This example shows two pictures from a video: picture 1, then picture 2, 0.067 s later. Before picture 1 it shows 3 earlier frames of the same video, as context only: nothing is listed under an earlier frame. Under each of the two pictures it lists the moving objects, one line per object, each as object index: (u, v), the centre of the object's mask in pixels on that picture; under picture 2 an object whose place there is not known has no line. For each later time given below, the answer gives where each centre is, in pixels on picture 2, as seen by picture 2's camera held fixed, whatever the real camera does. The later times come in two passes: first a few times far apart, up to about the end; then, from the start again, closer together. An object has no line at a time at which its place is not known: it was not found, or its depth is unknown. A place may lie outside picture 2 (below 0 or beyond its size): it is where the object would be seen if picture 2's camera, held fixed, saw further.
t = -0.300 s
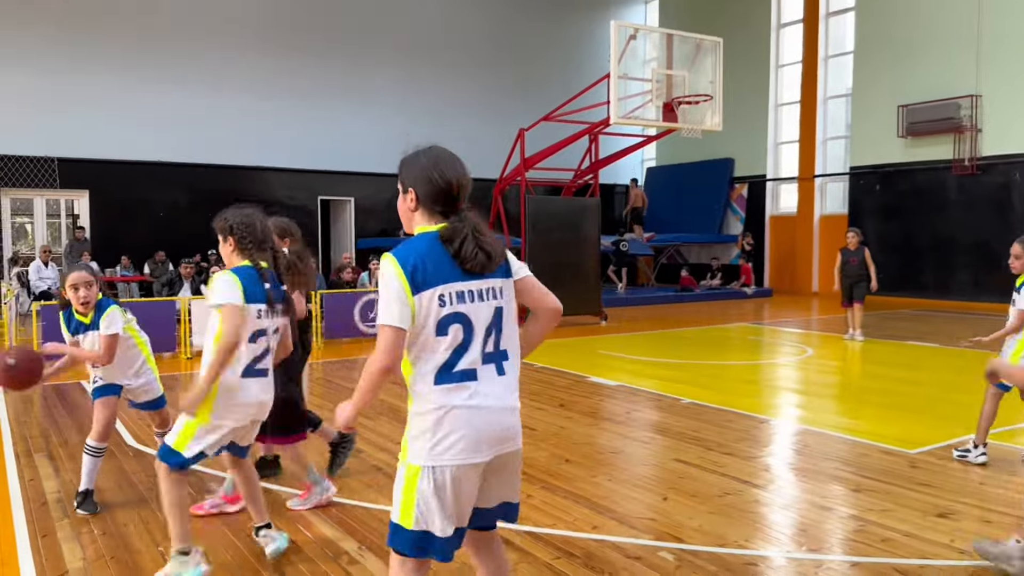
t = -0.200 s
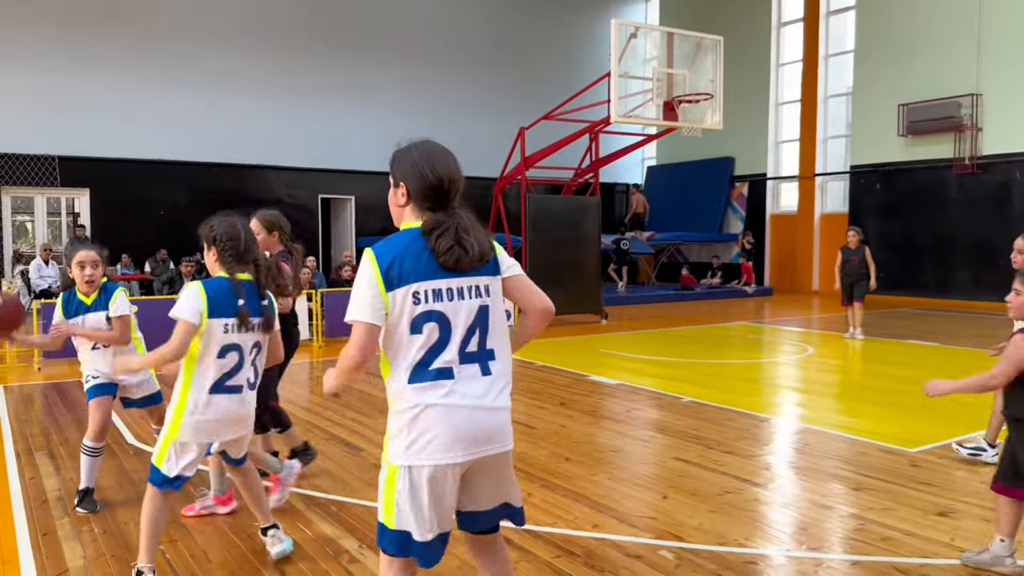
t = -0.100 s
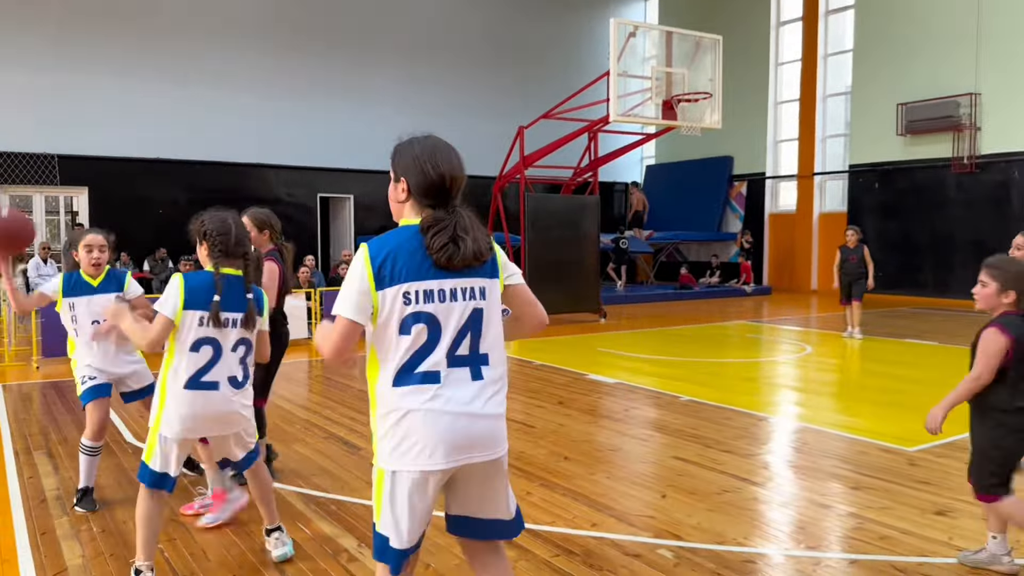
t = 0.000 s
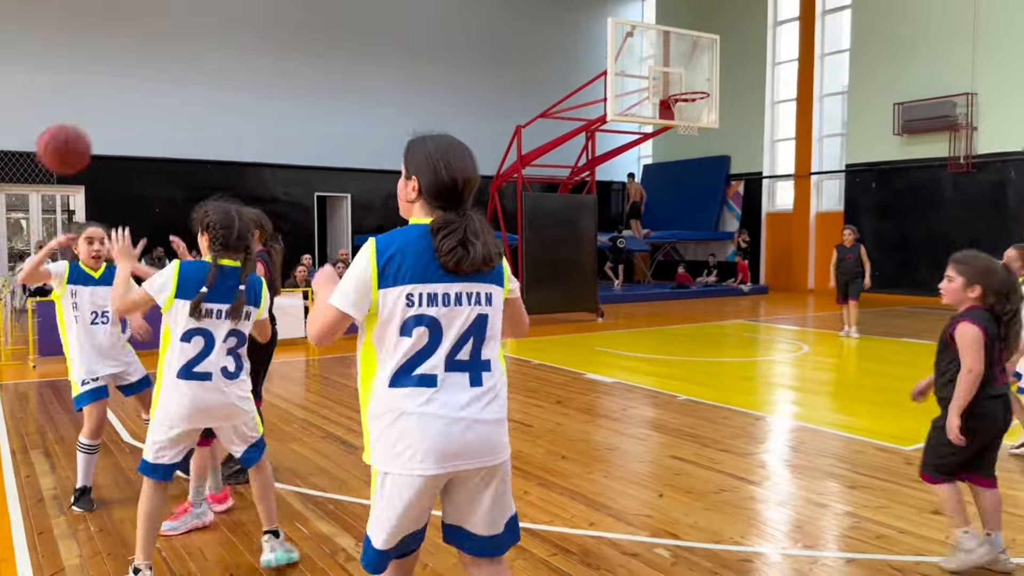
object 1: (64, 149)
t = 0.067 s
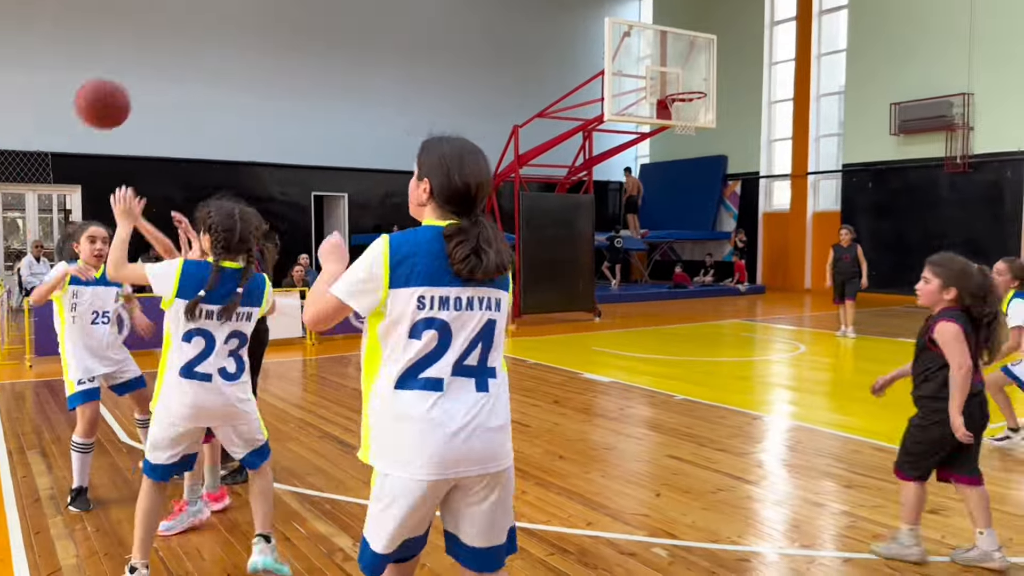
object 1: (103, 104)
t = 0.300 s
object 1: (264, 22)
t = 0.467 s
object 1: (395, 36)
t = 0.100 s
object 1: (124, 85)
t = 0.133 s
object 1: (146, 68)
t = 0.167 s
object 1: (169, 53)
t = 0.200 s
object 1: (191, 41)
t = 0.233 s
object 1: (215, 32)
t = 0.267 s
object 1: (239, 25)
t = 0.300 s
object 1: (264, 22)
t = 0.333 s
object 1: (290, 21)
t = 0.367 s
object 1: (316, 21)
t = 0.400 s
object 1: (342, 23)
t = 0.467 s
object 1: (395, 36)
